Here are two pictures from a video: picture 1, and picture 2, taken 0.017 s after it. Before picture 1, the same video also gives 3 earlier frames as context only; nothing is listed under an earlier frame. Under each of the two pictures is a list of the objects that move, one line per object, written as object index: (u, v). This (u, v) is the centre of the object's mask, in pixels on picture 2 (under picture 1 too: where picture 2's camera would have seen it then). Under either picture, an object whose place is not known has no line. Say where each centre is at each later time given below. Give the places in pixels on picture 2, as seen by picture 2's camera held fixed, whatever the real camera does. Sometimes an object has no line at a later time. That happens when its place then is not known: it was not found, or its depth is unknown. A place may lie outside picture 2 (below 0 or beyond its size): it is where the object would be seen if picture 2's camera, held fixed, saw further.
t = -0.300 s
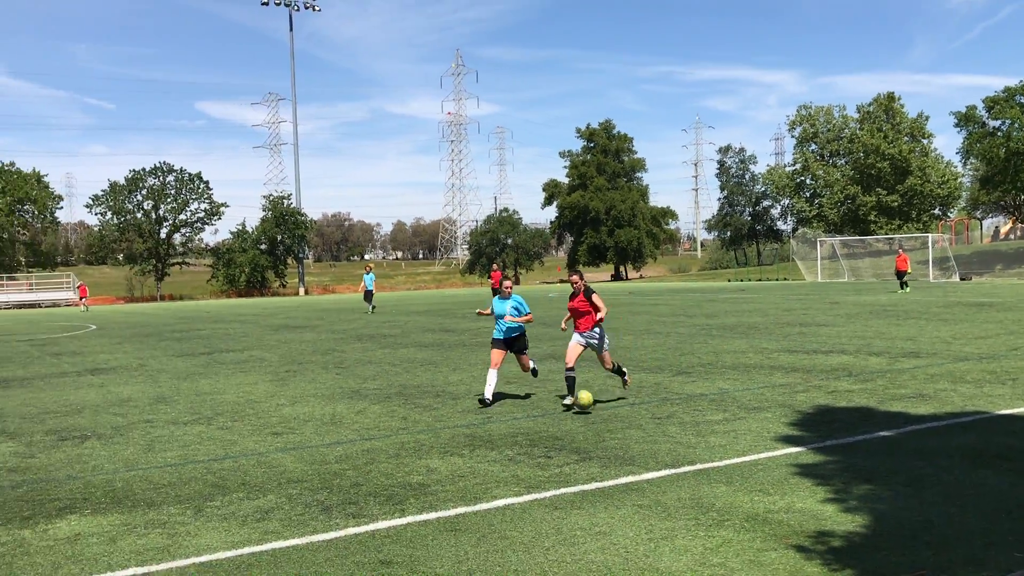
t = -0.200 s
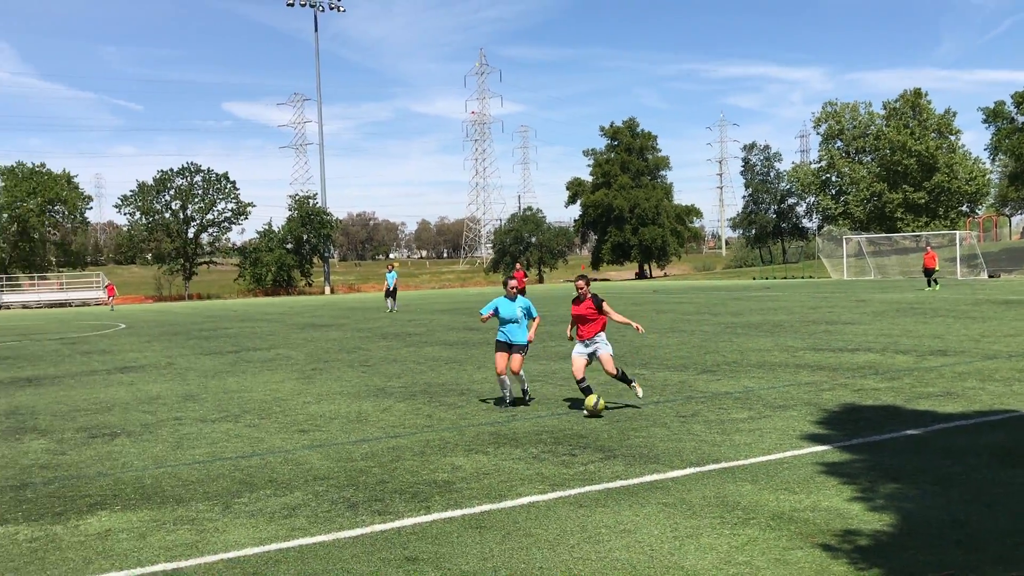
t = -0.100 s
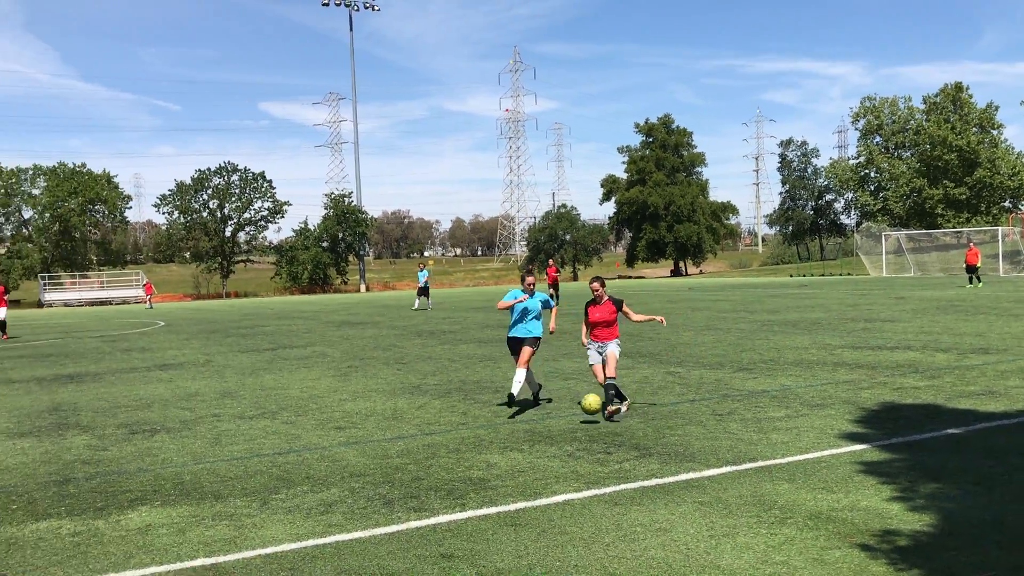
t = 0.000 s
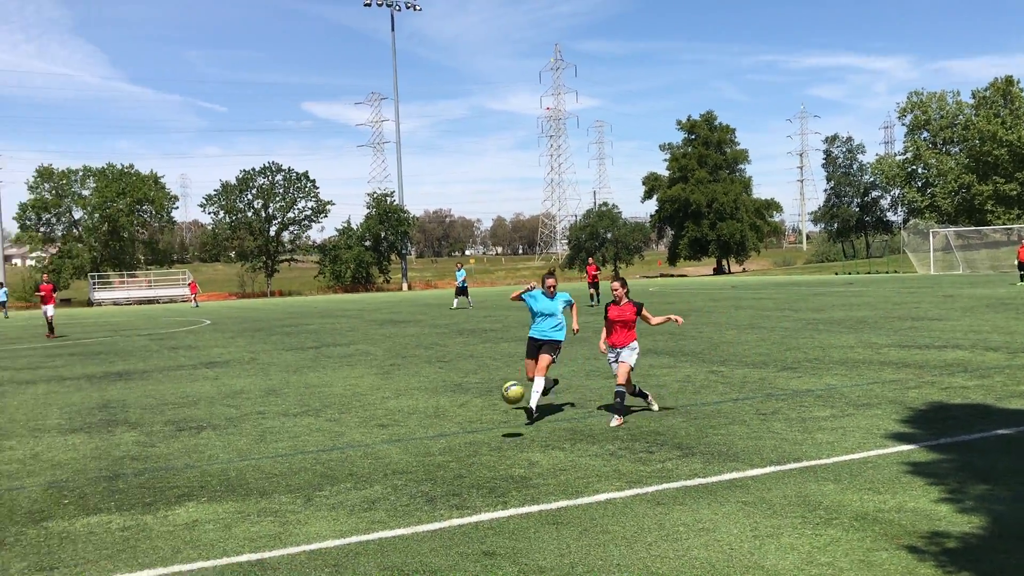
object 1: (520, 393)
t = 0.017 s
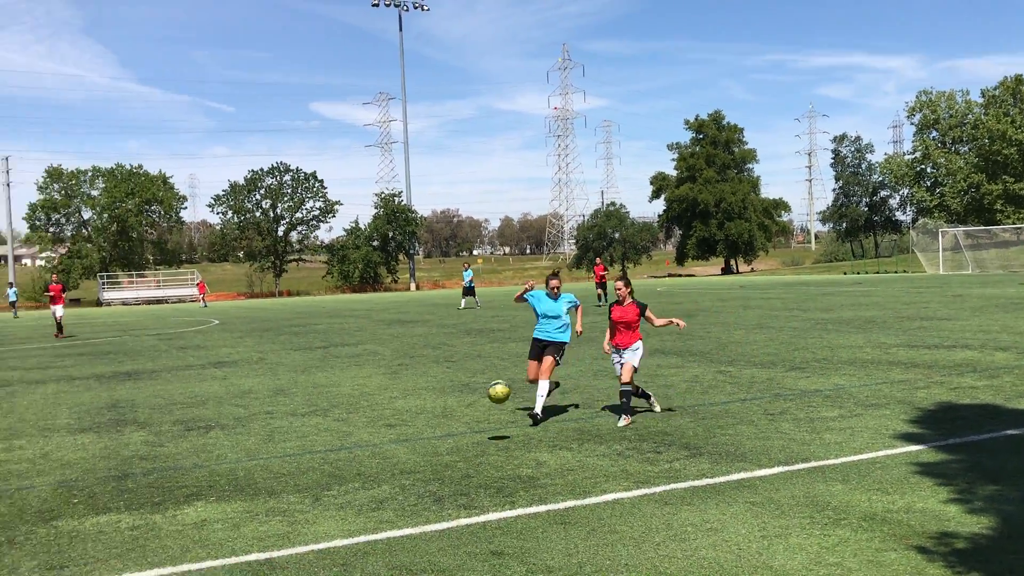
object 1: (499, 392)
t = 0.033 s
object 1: (477, 391)
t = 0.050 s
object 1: (455, 391)
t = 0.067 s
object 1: (432, 391)
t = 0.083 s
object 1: (408, 391)
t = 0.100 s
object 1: (383, 392)
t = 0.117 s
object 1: (357, 392)
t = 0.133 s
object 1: (330, 392)
